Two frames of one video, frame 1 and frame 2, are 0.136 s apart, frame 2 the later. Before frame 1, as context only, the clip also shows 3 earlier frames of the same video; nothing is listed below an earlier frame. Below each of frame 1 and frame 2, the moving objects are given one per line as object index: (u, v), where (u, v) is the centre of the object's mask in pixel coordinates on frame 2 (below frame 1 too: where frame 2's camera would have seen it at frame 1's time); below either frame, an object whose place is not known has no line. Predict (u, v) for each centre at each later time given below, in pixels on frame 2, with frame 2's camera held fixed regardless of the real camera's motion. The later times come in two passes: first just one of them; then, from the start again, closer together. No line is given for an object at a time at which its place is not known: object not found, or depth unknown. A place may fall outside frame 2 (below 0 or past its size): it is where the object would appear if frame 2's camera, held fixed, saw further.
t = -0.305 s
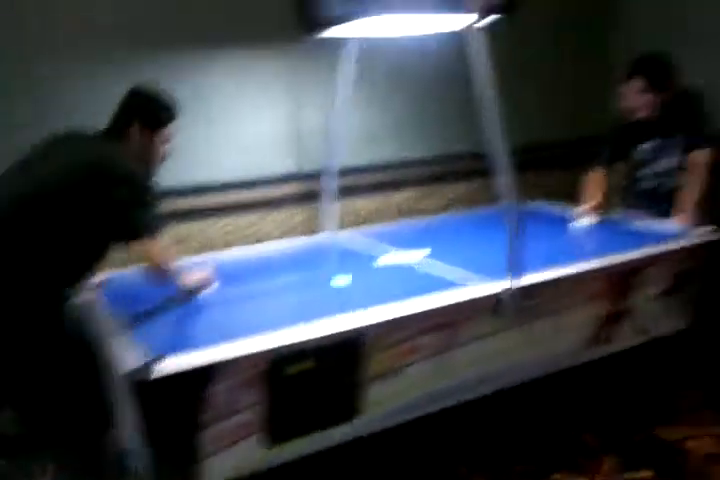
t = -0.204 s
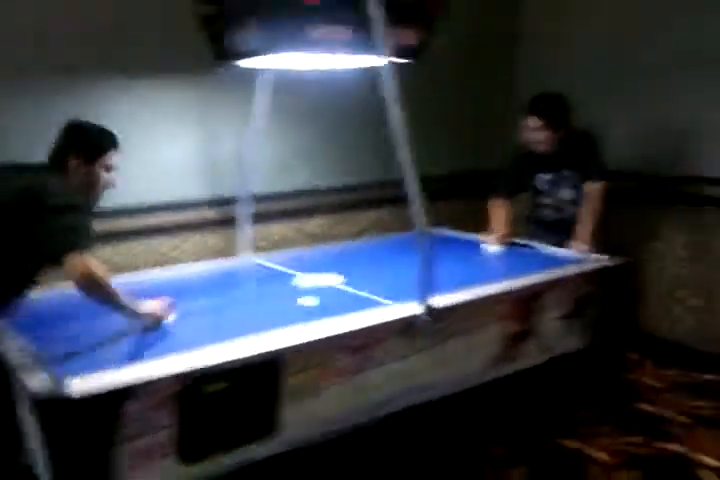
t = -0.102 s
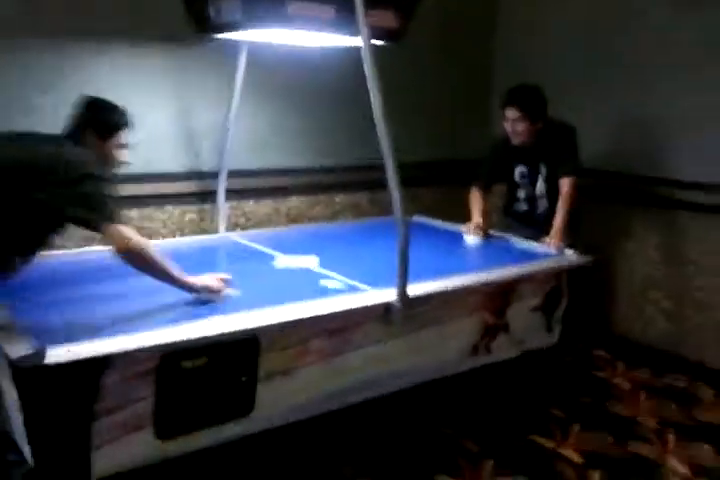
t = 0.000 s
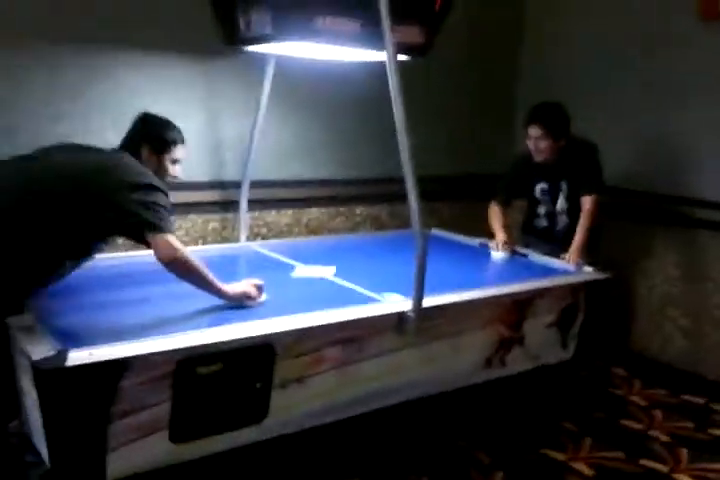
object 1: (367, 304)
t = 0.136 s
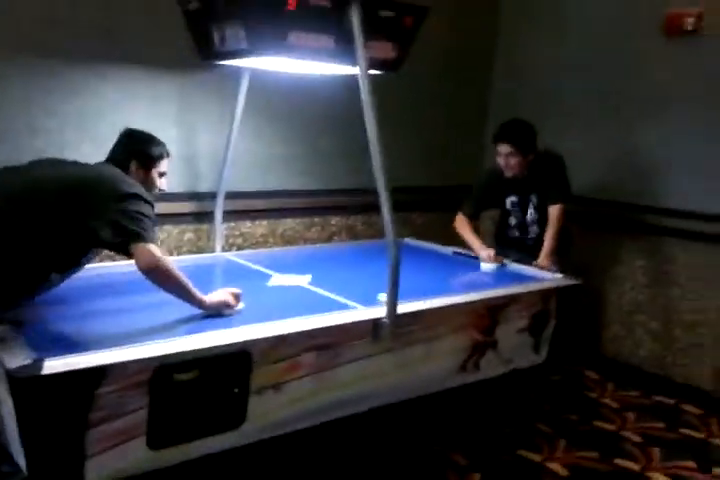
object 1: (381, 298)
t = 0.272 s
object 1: (400, 285)
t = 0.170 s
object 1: (382, 296)
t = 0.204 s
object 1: (383, 294)
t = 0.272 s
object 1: (400, 285)
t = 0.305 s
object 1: (402, 284)
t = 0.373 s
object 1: (403, 281)
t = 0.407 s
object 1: (403, 279)
